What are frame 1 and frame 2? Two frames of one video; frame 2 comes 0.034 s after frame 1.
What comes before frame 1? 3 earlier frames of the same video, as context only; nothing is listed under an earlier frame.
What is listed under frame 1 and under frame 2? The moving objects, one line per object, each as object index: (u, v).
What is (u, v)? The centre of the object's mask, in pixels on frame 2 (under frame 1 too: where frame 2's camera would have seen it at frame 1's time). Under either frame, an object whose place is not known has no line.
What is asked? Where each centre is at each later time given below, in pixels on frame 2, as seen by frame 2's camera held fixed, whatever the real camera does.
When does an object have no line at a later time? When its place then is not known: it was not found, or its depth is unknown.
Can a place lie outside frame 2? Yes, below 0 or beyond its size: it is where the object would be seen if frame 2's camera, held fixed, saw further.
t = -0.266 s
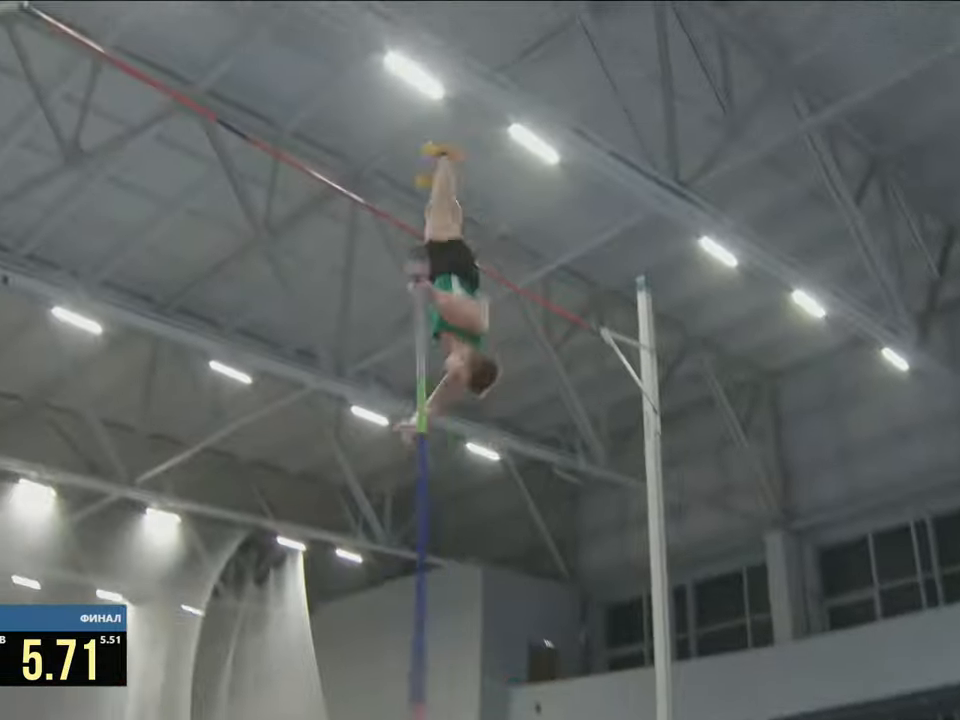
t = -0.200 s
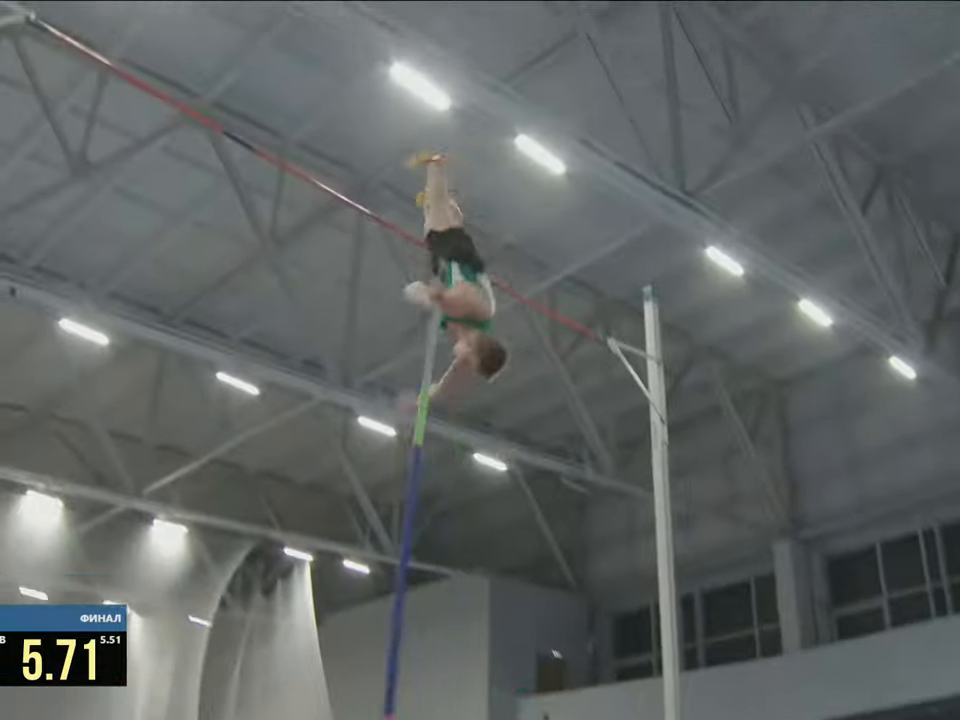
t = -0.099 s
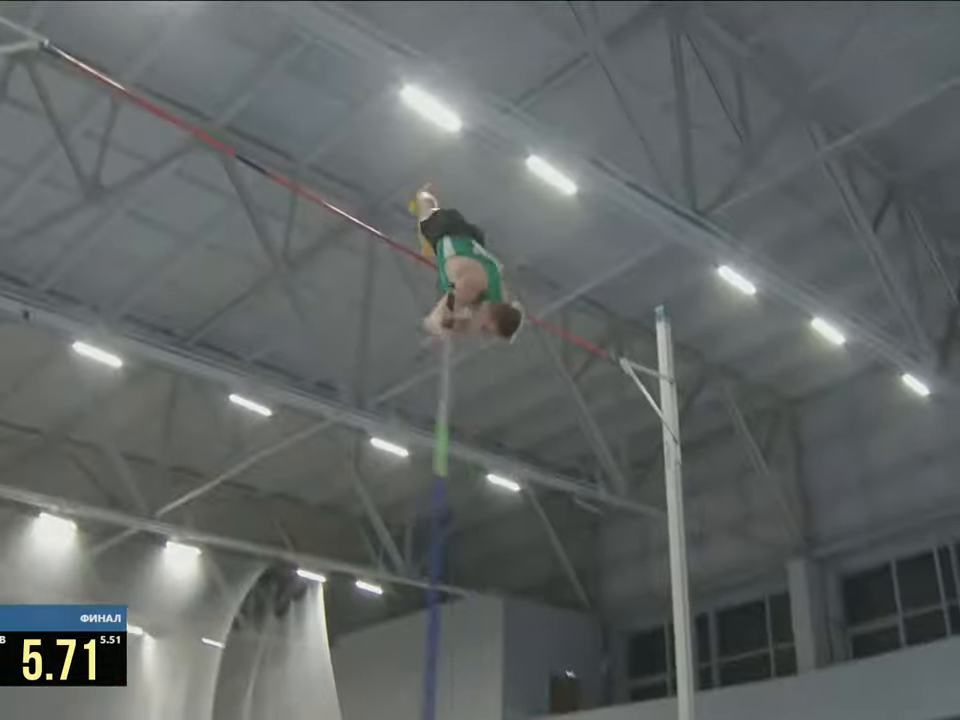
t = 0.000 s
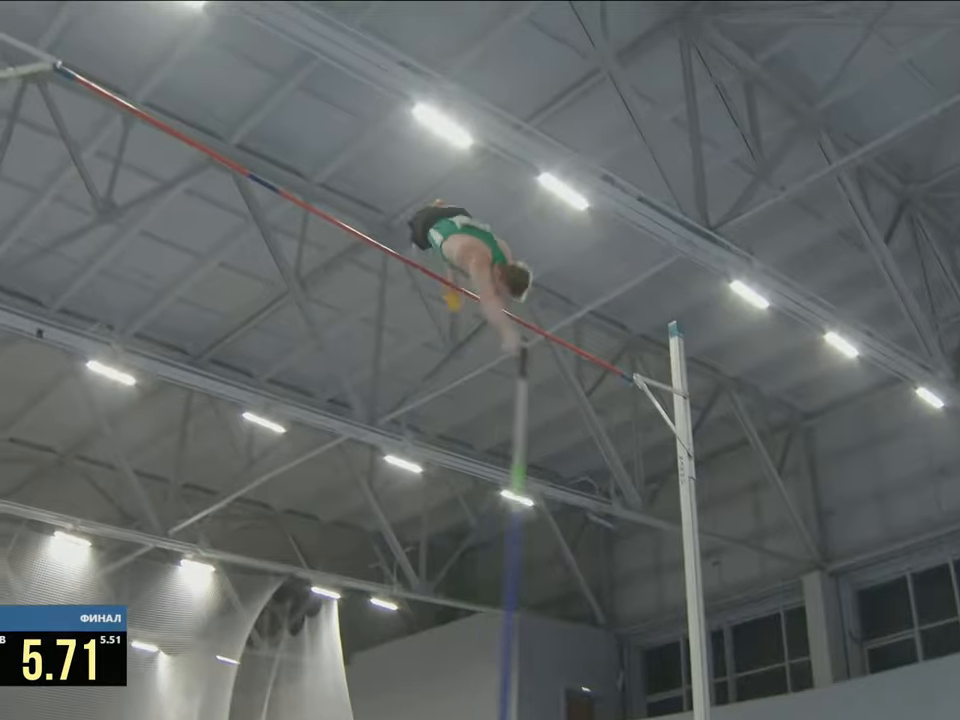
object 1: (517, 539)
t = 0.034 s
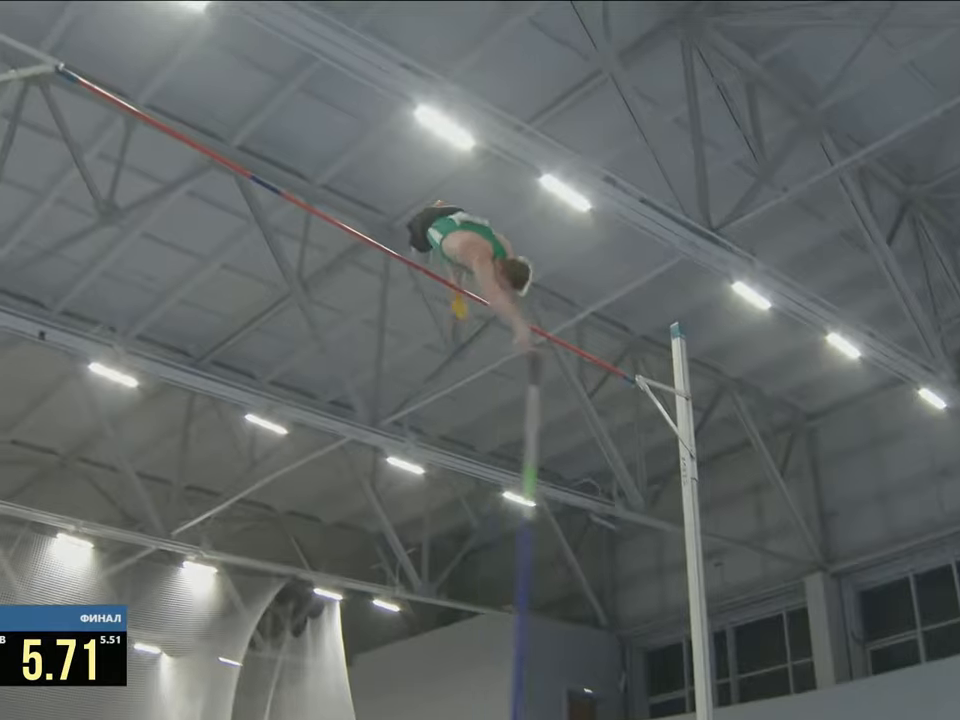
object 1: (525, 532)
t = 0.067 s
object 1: (546, 548)
